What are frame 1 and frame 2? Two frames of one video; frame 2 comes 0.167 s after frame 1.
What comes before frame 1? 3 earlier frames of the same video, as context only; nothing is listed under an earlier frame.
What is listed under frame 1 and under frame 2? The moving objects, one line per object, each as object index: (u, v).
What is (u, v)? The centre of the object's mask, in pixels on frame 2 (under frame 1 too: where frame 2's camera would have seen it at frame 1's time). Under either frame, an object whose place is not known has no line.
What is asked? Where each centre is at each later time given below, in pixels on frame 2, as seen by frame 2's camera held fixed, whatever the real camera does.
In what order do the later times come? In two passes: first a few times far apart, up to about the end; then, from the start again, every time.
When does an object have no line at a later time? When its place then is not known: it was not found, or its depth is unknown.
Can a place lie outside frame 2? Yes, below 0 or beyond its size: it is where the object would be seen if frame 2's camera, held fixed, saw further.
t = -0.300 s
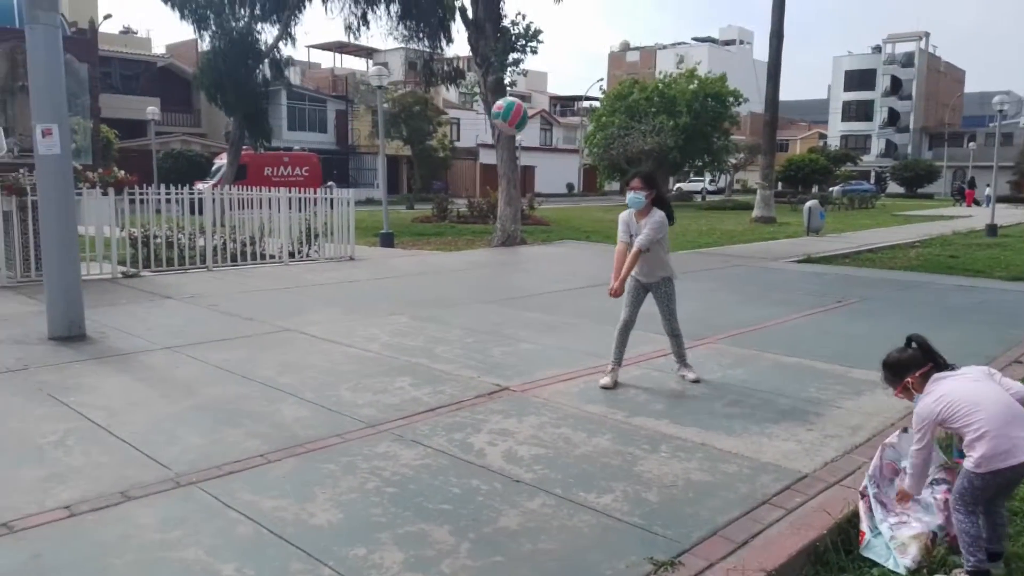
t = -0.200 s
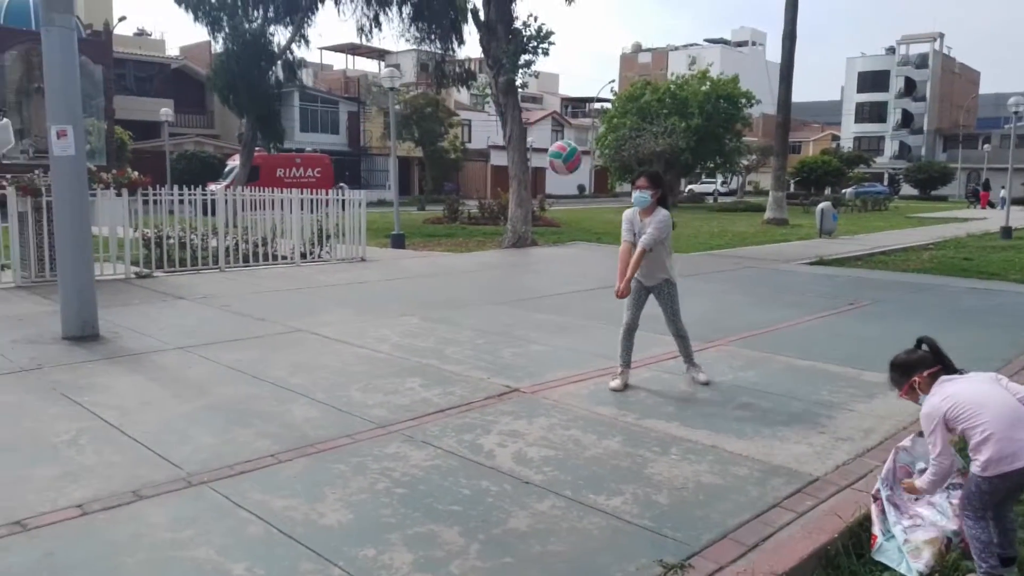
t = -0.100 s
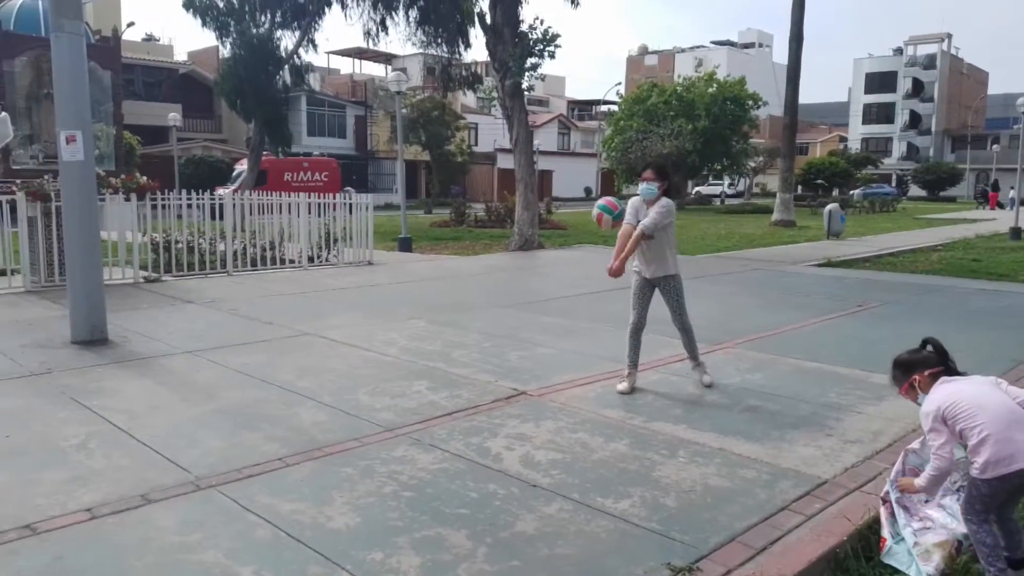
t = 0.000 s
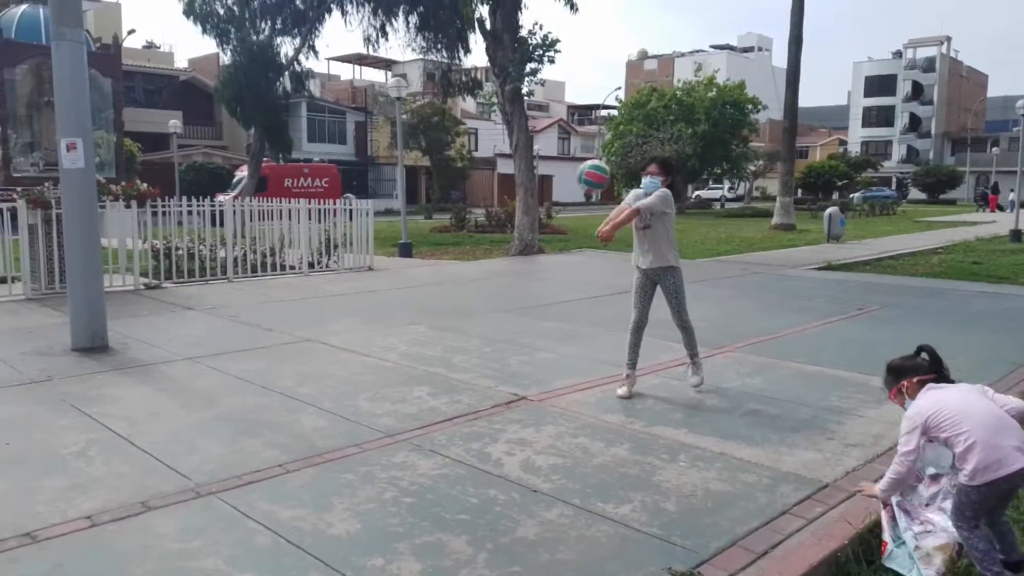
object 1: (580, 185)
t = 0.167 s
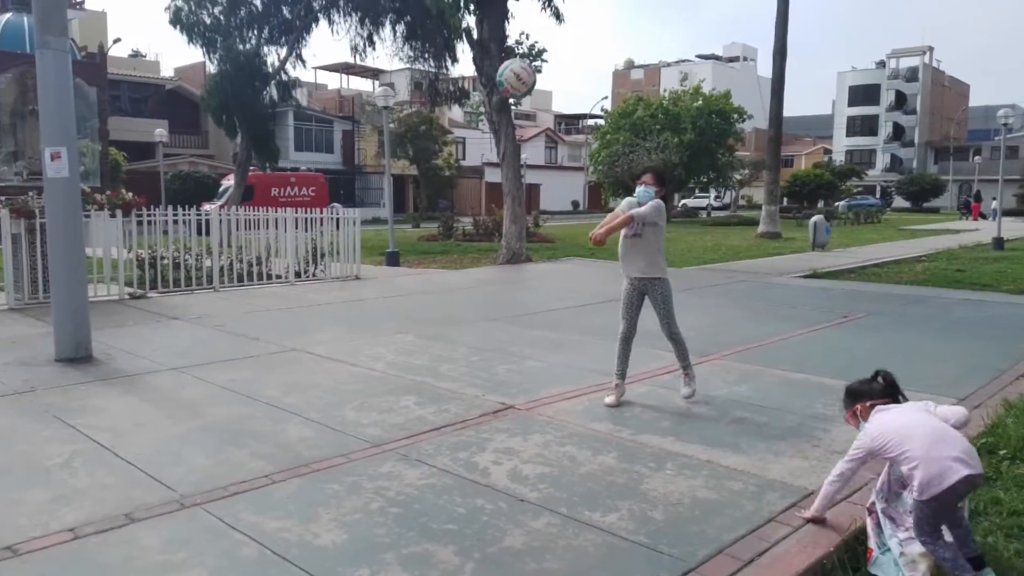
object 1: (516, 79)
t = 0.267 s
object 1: (470, 32)
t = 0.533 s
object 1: (298, 8)
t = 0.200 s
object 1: (502, 62)
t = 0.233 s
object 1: (486, 46)
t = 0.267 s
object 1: (470, 32)
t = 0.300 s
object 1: (452, 20)
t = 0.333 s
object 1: (434, 11)
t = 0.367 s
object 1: (414, 6)
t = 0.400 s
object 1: (394, 2)
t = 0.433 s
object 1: (372, 0)
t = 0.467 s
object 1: (348, 1)
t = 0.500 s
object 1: (324, 3)
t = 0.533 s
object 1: (298, 8)
